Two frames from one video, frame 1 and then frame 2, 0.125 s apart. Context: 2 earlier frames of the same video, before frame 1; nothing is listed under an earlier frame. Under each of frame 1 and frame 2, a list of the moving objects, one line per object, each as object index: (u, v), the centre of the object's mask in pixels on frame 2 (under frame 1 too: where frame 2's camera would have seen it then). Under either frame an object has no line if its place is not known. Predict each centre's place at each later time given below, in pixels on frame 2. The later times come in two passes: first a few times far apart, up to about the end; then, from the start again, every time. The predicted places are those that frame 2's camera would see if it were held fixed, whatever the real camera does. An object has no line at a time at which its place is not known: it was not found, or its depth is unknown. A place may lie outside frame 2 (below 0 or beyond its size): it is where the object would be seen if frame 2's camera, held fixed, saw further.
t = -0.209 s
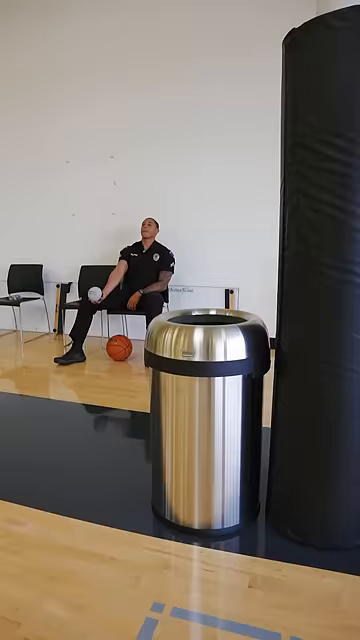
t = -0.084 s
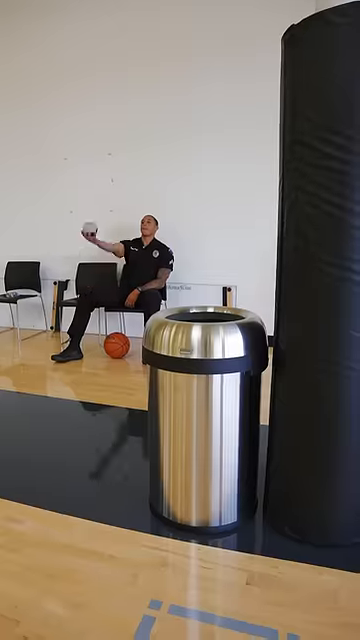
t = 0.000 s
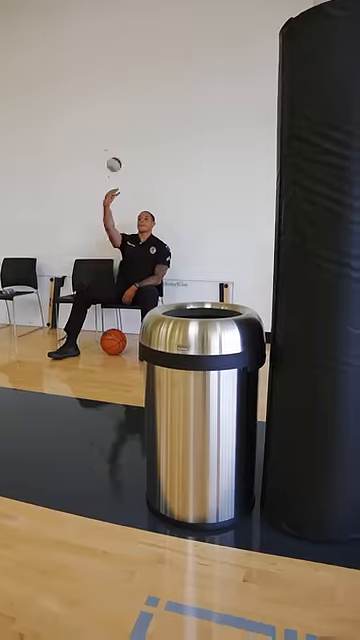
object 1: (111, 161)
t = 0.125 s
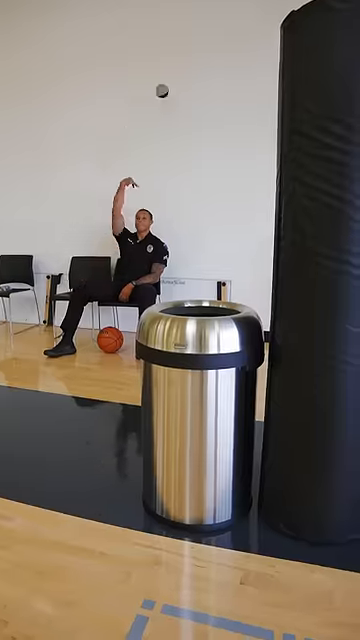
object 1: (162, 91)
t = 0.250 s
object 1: (177, 49)
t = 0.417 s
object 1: (179, 9)
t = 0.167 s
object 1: (175, 76)
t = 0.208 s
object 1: (176, 63)
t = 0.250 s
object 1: (177, 49)
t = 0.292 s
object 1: (177, 38)
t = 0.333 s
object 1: (178, 28)
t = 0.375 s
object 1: (178, 18)
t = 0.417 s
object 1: (179, 9)
